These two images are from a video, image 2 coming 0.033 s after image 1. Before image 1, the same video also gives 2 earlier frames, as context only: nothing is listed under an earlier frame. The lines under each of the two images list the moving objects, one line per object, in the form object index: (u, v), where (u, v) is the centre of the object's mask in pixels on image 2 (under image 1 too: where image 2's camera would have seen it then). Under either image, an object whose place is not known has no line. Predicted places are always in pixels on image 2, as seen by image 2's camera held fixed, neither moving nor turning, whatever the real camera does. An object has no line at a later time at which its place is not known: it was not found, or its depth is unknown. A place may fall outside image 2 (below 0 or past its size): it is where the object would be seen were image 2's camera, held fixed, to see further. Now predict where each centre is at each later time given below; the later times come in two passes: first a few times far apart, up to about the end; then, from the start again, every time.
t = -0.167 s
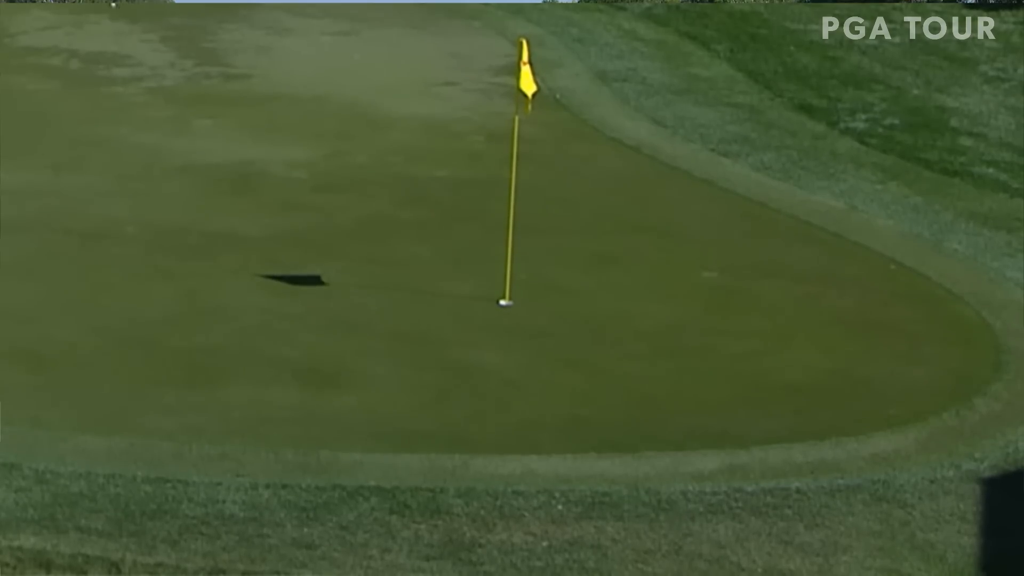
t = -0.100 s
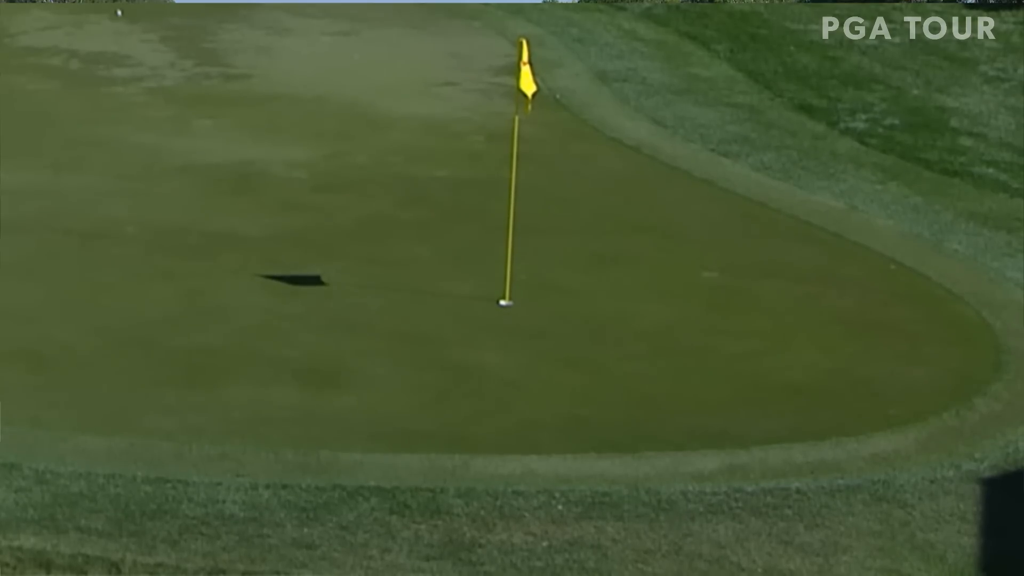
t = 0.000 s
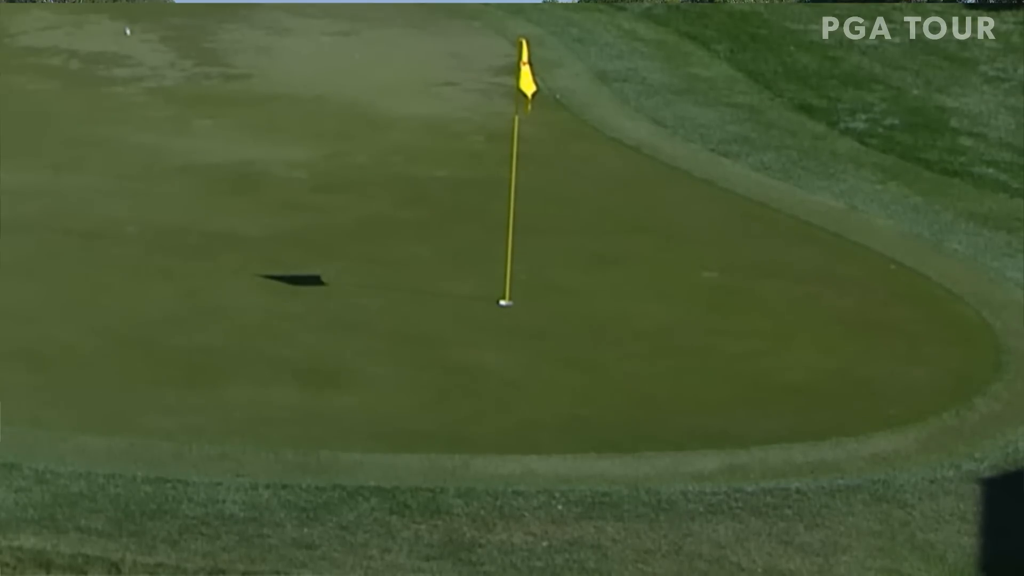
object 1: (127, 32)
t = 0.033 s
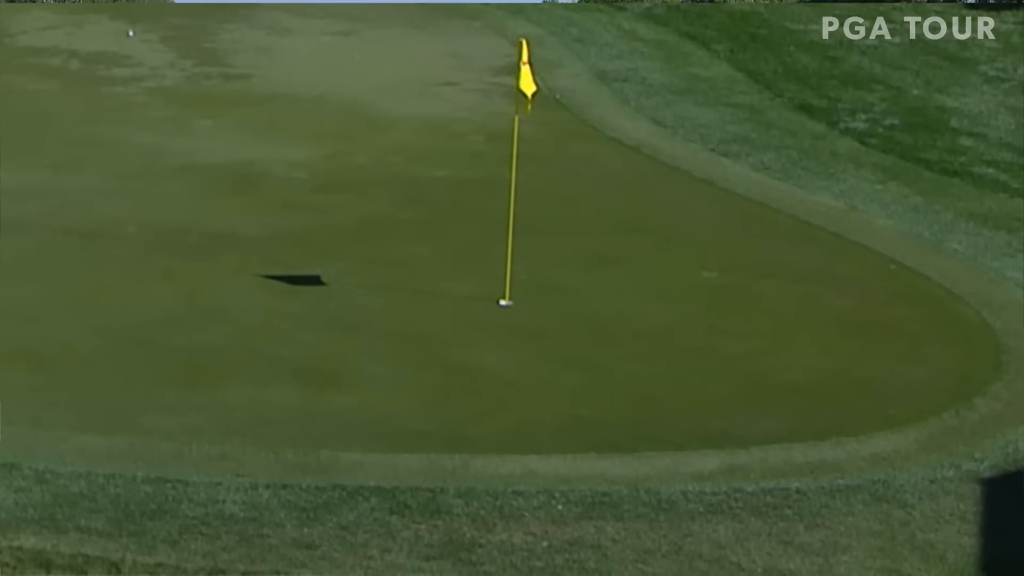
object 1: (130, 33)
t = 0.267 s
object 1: (152, 49)
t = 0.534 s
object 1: (177, 66)
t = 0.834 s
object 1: (207, 85)
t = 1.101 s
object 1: (232, 100)
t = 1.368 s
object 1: (257, 117)
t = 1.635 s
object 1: (282, 133)
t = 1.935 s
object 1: (308, 150)
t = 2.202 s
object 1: (330, 166)
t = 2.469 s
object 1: (352, 180)
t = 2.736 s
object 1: (373, 195)
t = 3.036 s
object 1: (396, 211)
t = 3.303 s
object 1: (415, 225)
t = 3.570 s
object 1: (434, 239)
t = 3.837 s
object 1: (451, 252)
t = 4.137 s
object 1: (467, 265)
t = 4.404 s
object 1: (481, 276)
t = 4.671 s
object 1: (493, 286)
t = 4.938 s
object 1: (502, 295)
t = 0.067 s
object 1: (133, 33)
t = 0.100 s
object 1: (137, 35)
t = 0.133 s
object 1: (140, 36)
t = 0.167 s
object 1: (142, 39)
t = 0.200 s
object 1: (146, 43)
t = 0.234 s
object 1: (149, 48)
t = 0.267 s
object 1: (152, 49)
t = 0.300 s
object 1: (155, 50)
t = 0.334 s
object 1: (158, 52)
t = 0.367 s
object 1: (161, 55)
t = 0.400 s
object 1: (164, 57)
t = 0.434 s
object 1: (168, 59)
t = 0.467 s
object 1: (171, 62)
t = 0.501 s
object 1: (174, 64)
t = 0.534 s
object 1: (177, 66)
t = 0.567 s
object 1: (181, 68)
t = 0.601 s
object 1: (184, 71)
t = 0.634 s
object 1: (188, 73)
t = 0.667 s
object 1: (191, 75)
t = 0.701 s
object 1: (193, 76)
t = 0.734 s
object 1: (197, 78)
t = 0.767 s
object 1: (200, 81)
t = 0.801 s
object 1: (203, 83)
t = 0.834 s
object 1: (207, 85)
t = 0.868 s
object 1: (210, 86)
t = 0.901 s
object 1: (213, 89)
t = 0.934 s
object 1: (217, 91)
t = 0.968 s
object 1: (220, 93)
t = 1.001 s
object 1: (223, 94)
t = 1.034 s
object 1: (226, 97)
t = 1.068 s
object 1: (229, 99)
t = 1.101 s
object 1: (232, 100)
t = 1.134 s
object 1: (235, 102)
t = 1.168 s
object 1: (238, 105)
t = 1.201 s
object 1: (242, 107)
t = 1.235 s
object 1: (245, 109)
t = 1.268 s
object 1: (248, 110)
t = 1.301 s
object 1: (251, 113)
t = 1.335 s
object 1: (254, 115)
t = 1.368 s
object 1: (257, 117)
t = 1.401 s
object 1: (260, 119)
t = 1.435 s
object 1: (263, 121)
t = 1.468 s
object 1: (267, 123)
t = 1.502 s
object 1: (270, 124)
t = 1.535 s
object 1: (273, 126)
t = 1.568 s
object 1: (276, 129)
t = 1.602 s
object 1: (279, 131)
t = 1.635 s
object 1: (282, 133)
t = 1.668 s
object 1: (285, 135)
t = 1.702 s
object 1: (288, 136)
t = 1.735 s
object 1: (291, 139)
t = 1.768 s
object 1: (293, 140)
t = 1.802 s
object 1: (297, 143)
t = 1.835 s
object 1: (300, 145)
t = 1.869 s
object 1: (302, 147)
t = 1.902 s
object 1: (305, 148)
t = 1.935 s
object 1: (308, 150)
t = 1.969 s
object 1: (311, 152)
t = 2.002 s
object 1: (313, 154)
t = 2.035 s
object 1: (316, 156)
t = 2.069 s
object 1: (319, 158)
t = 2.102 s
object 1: (322, 160)
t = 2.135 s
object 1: (325, 162)
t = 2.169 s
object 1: (328, 164)
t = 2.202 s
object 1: (330, 166)
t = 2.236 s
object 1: (333, 168)
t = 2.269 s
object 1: (336, 169)
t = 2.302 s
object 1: (339, 171)
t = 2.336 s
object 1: (342, 173)
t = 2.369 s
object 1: (345, 174)
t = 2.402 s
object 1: (347, 176)
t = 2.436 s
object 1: (350, 179)
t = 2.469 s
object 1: (352, 180)
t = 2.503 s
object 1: (355, 182)
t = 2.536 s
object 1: (358, 184)
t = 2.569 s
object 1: (361, 186)
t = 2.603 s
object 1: (363, 187)
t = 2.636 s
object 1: (366, 190)
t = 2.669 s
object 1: (368, 191)
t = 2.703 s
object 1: (371, 193)
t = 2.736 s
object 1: (373, 195)
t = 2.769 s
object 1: (376, 197)
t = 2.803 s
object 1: (379, 198)
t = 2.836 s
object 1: (381, 201)
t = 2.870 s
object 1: (384, 202)
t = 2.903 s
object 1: (386, 204)
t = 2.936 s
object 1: (389, 206)
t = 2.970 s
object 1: (391, 208)
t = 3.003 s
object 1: (393, 209)
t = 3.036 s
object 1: (396, 211)
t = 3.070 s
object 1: (398, 213)
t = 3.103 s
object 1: (401, 215)
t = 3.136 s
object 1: (404, 217)
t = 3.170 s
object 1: (406, 219)
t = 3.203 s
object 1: (408, 220)
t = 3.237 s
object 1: (411, 222)
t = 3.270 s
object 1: (413, 224)
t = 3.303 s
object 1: (415, 225)
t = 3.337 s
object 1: (418, 227)
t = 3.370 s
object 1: (421, 229)
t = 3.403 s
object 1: (423, 230)
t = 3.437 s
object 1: (425, 232)
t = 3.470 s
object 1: (427, 233)
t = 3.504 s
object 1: (429, 235)
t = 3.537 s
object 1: (431, 237)
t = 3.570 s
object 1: (434, 239)
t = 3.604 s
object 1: (436, 241)
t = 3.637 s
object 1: (438, 242)
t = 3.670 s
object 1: (440, 244)
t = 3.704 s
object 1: (442, 246)
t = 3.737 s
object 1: (445, 246)
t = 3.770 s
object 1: (446, 249)
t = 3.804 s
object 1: (448, 250)
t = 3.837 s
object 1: (451, 252)
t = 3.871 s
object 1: (452, 253)
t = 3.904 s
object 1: (454, 255)
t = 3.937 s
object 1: (456, 257)
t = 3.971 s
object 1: (458, 258)
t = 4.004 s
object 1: (460, 260)
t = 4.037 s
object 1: (462, 260)
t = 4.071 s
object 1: (464, 262)
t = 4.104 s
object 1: (465, 263)
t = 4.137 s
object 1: (467, 265)
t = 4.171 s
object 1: (469, 267)
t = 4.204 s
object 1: (471, 268)
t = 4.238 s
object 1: (472, 269)
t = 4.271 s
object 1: (474, 270)
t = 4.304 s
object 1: (476, 272)
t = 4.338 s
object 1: (478, 273)
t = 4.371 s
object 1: (479, 274)
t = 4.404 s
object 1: (481, 276)
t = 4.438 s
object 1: (482, 277)
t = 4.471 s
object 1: (484, 278)
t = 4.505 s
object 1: (485, 279)
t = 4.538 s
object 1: (487, 281)
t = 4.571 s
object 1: (488, 282)
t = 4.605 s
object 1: (490, 283)
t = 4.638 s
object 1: (491, 285)
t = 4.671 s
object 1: (493, 286)
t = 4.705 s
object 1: (494, 287)
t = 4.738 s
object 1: (495, 288)
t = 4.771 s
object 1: (496, 289)
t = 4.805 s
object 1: (497, 290)
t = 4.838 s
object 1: (499, 291)
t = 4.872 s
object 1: (500, 293)
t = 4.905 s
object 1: (501, 294)
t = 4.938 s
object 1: (502, 295)
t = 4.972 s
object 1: (503, 295)
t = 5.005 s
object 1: (504, 296)
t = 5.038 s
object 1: (507, 297)
